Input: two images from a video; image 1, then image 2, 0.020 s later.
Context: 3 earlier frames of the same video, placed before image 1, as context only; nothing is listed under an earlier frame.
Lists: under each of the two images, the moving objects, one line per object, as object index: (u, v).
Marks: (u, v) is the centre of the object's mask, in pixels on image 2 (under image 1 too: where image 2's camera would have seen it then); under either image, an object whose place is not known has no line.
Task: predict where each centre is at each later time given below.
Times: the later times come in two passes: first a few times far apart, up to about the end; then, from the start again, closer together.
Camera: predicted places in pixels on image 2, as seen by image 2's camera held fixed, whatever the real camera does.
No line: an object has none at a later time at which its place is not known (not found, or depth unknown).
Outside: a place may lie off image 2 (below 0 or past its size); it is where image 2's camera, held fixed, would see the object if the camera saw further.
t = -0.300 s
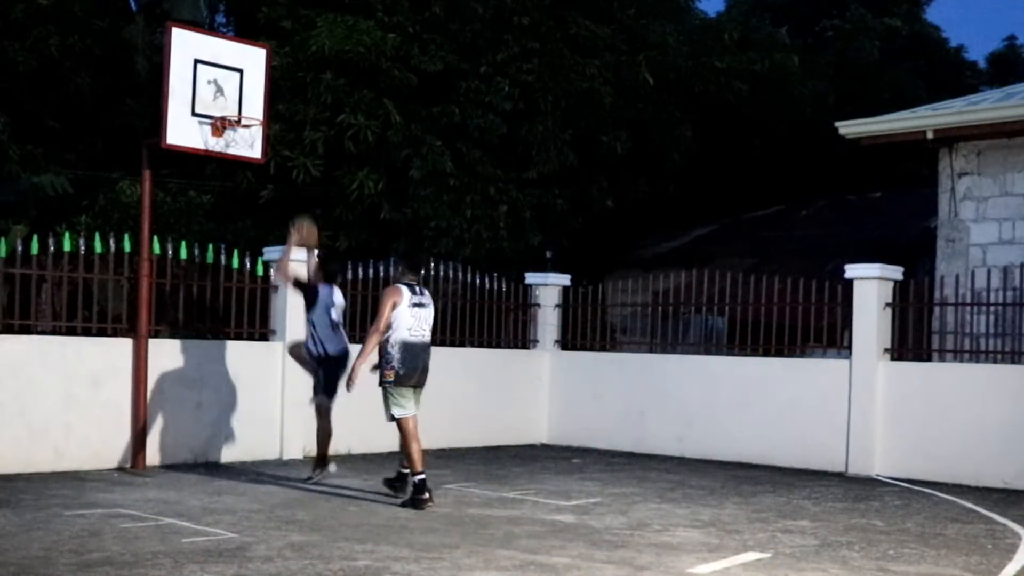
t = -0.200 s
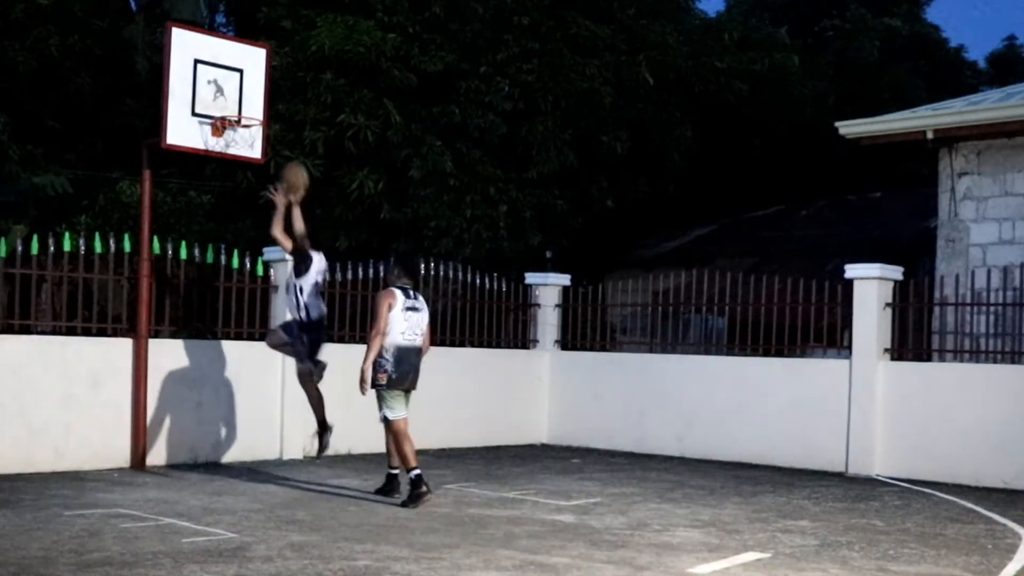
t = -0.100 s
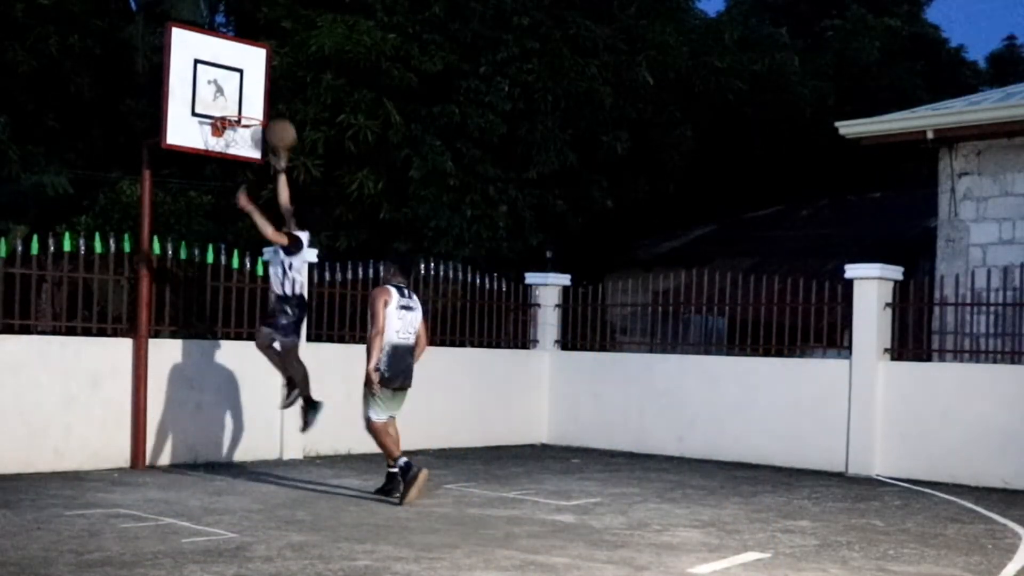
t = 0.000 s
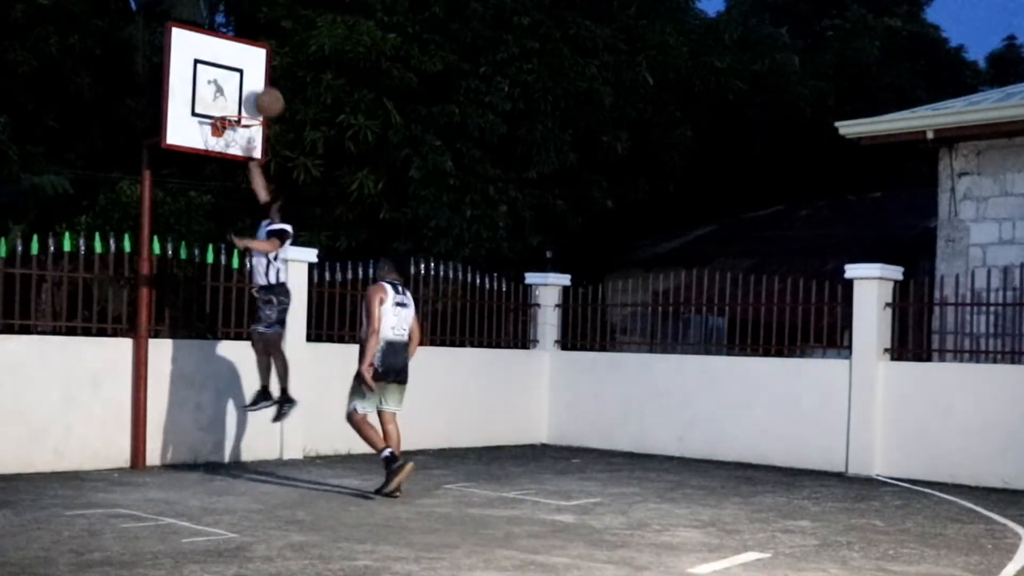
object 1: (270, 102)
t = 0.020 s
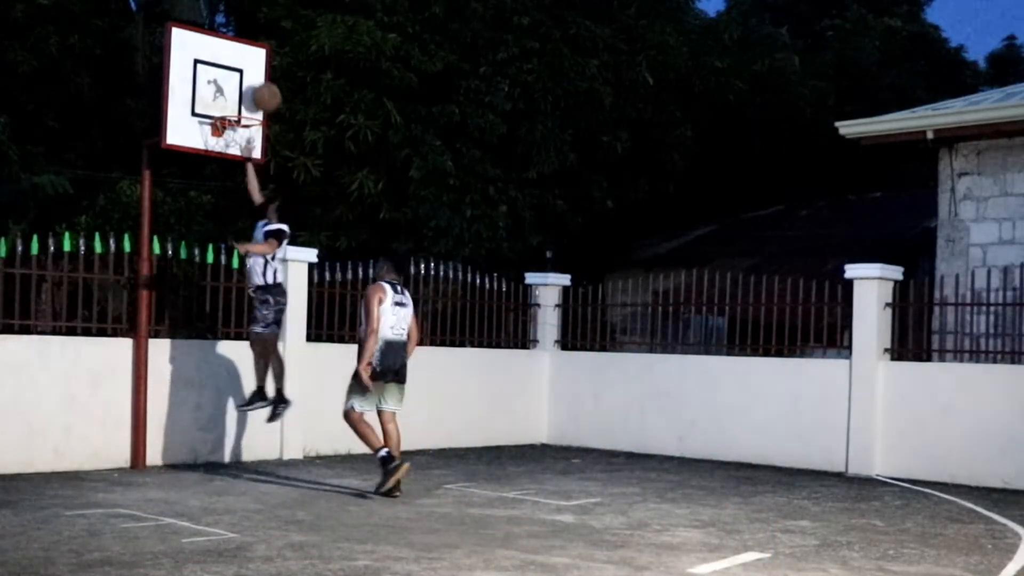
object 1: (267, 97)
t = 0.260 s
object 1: (252, 71)
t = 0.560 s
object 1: (243, 120)
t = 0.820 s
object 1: (222, 159)
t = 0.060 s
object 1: (262, 88)
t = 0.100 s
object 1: (256, 82)
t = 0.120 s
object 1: (253, 79)
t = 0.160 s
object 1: (250, 74)
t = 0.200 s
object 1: (251, 72)
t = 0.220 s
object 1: (252, 71)
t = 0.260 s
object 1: (252, 71)
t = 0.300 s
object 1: (252, 73)
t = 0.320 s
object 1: (253, 75)
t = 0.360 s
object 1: (253, 80)
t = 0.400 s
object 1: (254, 87)
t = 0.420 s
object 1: (254, 91)
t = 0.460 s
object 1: (254, 101)
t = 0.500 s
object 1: (253, 112)
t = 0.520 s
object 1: (251, 111)
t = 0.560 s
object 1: (243, 120)
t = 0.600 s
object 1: (238, 128)
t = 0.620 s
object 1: (230, 131)
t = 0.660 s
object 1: (226, 138)
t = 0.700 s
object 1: (224, 144)
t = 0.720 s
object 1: (223, 146)
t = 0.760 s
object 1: (223, 150)
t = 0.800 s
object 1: (223, 155)
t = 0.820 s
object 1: (222, 159)
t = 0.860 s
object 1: (222, 167)
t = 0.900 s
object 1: (223, 176)
